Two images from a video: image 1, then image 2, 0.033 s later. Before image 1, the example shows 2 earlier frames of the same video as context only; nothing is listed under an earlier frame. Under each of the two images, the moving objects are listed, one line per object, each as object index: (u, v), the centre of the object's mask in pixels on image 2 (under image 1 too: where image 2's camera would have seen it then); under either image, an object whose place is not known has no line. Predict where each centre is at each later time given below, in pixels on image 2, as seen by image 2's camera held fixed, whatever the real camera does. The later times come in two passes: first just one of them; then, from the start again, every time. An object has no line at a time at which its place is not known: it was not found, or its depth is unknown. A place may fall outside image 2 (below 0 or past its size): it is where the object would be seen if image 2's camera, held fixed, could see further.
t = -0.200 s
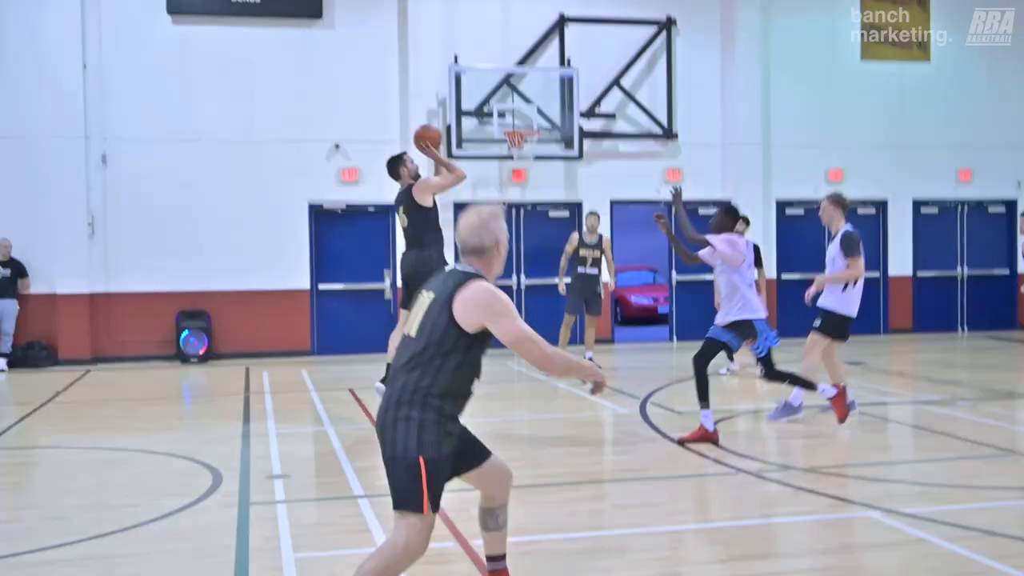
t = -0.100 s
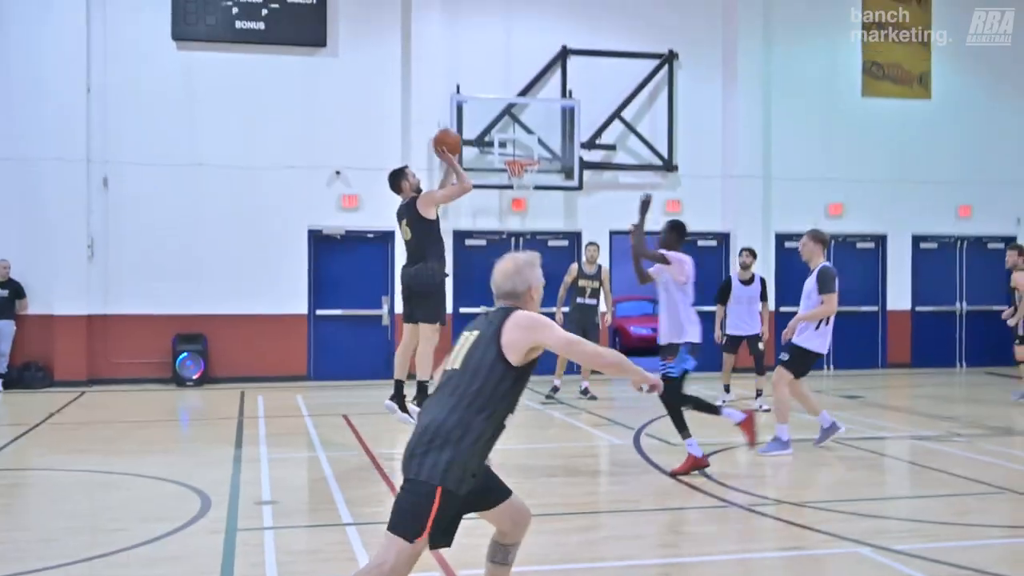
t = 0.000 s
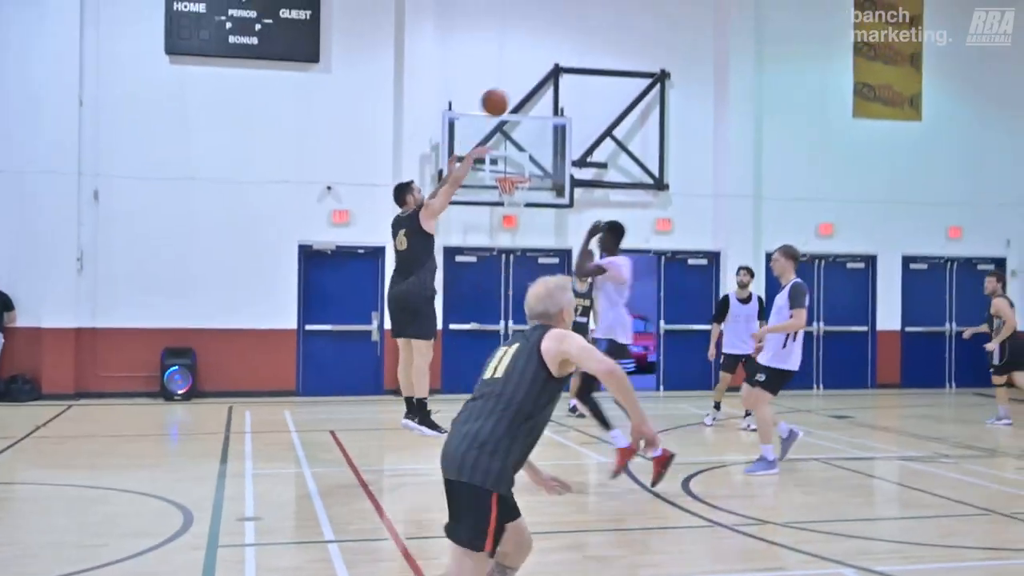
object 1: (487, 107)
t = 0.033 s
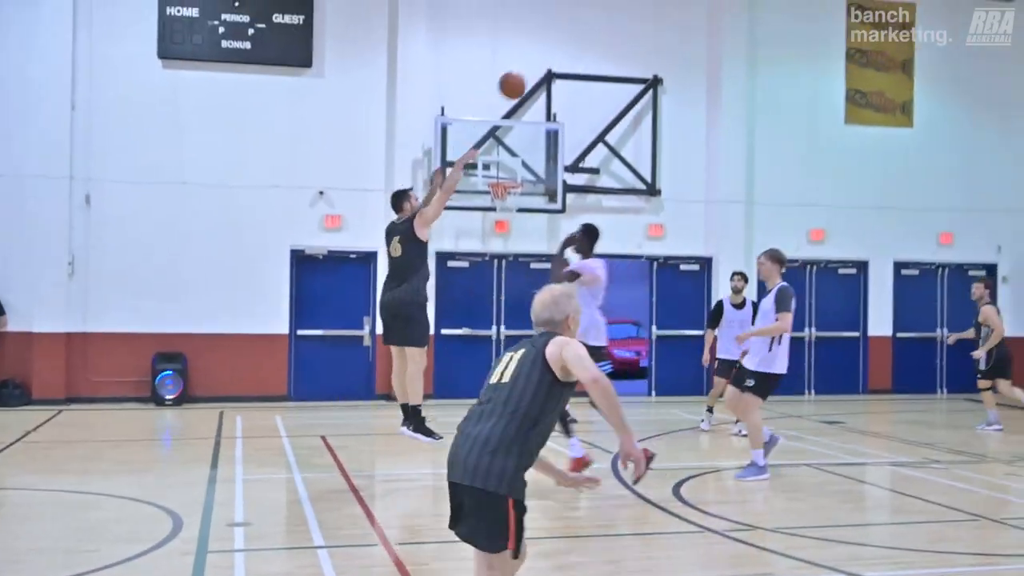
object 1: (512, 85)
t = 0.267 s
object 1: (686, -36)
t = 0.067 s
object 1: (537, 64)
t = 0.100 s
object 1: (562, 44)
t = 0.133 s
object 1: (587, 26)
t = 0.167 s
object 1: (613, 8)
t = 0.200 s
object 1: (638, -7)
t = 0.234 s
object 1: (662, -22)
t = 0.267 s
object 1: (686, -36)
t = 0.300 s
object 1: (711, -48)
